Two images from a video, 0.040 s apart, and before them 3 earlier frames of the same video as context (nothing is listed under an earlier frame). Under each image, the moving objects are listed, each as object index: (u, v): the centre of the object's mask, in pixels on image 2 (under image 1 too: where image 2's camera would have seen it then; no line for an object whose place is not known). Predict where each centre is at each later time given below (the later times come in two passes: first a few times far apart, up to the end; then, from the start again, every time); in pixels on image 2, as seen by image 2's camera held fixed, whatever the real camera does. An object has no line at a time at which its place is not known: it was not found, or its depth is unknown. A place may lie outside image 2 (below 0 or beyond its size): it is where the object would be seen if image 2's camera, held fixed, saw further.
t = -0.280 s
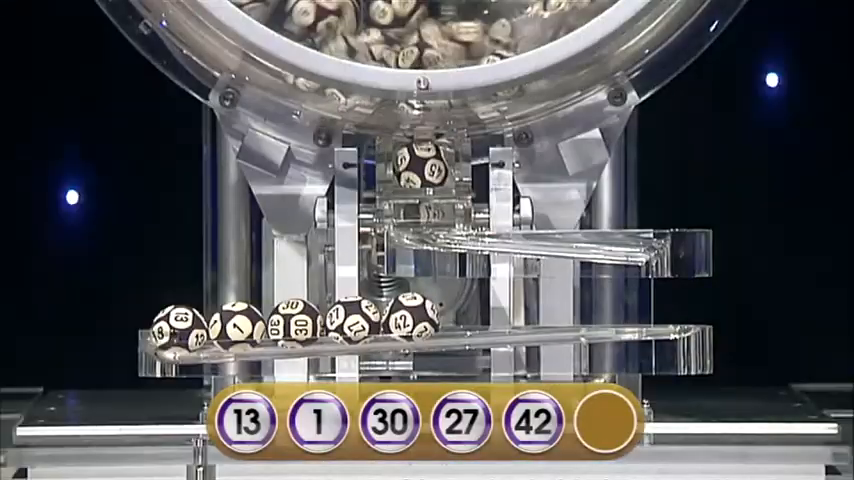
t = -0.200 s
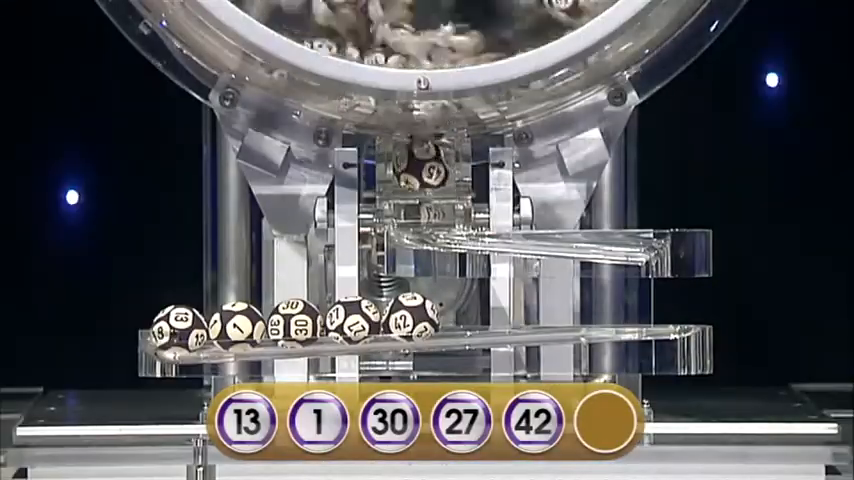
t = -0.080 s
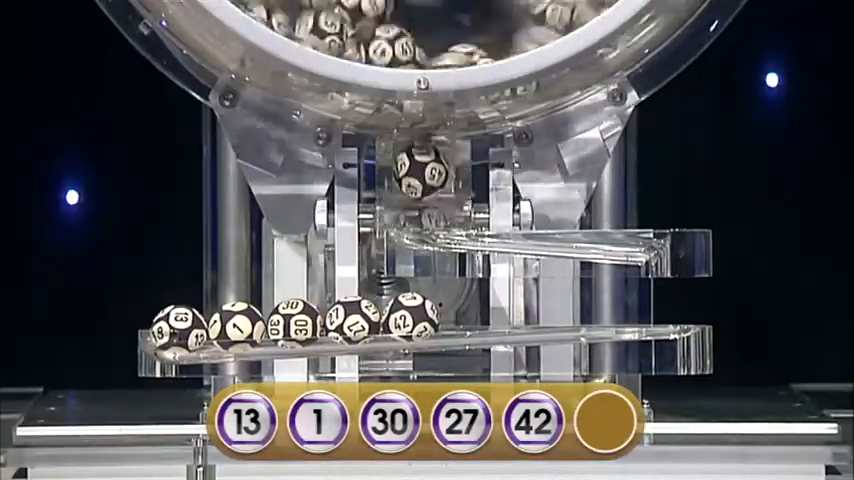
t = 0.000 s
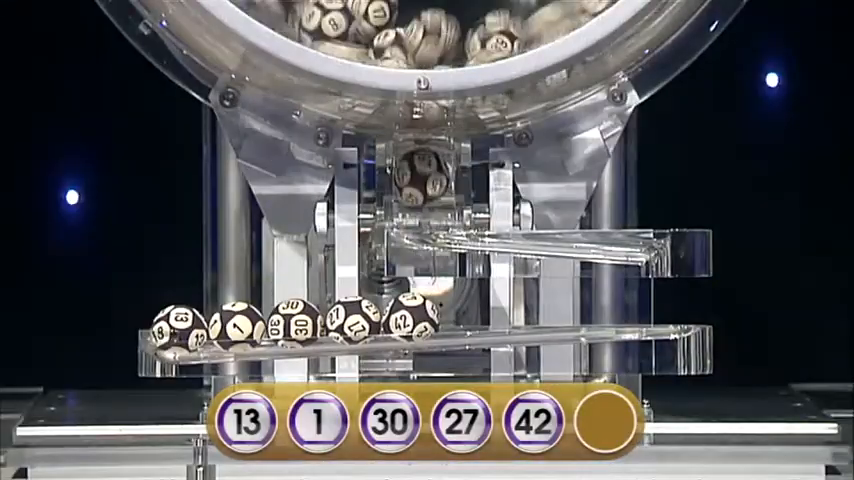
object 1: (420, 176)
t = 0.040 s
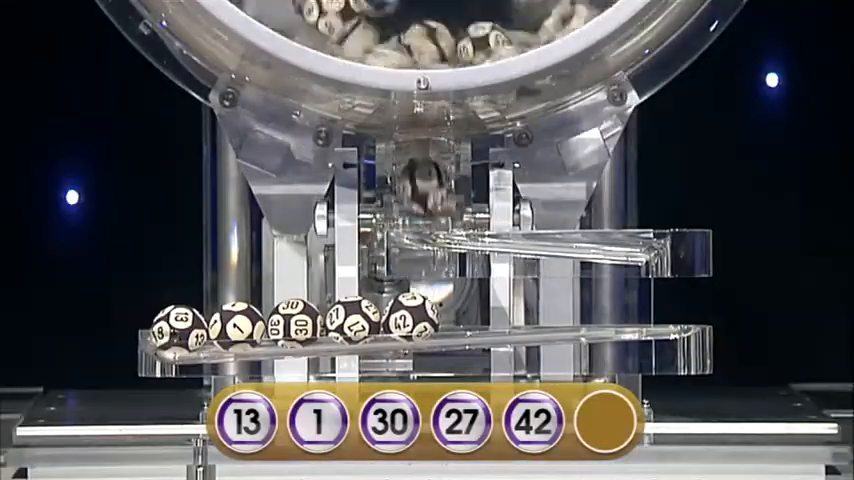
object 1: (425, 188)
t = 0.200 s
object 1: (425, 208)
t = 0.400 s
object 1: (449, 213)
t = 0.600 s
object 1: (552, 220)
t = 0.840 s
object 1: (673, 252)
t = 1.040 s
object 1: (670, 302)
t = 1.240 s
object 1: (667, 304)
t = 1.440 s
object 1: (651, 305)
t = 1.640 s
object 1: (626, 306)
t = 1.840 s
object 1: (590, 309)
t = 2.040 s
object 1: (545, 311)
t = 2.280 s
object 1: (483, 314)
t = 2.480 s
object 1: (471, 314)
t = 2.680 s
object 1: (468, 314)
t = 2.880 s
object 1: (467, 314)
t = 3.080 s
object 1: (467, 314)
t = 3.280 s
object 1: (466, 313)
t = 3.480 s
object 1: (466, 313)
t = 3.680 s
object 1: (467, 313)
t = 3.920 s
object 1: (467, 314)
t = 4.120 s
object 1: (467, 314)
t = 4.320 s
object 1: (467, 314)
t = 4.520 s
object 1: (467, 314)
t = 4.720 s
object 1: (467, 314)
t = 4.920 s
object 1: (467, 314)
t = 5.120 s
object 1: (467, 314)
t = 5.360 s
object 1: (467, 314)
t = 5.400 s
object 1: (467, 314)
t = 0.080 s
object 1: (425, 195)
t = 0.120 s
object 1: (426, 201)
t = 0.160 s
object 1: (425, 208)
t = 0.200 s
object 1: (425, 208)
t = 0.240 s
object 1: (429, 208)
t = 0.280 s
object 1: (426, 210)
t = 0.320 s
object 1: (424, 210)
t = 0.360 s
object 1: (434, 213)
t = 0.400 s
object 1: (449, 213)
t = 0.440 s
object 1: (466, 216)
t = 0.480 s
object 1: (487, 218)
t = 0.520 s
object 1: (508, 219)
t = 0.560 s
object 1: (529, 221)
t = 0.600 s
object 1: (552, 220)
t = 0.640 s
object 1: (576, 221)
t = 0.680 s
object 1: (599, 226)
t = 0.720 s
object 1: (623, 228)
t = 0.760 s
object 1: (648, 231)
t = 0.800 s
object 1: (671, 244)
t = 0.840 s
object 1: (673, 252)
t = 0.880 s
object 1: (673, 260)
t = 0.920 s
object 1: (671, 278)
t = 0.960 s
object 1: (671, 302)
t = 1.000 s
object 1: (669, 300)
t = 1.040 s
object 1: (670, 302)
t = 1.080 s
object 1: (669, 300)
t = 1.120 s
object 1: (669, 301)
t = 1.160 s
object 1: (669, 303)
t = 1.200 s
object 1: (668, 302)
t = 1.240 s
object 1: (667, 304)
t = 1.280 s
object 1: (665, 303)
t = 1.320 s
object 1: (662, 305)
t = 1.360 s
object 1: (659, 304)
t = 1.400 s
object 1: (655, 305)
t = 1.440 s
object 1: (651, 305)
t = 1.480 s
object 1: (647, 305)
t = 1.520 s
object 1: (642, 305)
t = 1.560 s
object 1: (637, 305)
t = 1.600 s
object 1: (632, 306)
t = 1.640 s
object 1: (626, 306)
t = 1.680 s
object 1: (619, 306)
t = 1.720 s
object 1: (612, 307)
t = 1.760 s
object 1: (605, 306)
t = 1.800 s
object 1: (598, 308)
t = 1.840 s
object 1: (590, 309)
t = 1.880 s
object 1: (581, 309)
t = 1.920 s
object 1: (573, 309)
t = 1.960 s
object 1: (563, 310)
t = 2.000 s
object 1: (555, 310)
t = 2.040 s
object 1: (545, 311)
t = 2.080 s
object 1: (536, 312)
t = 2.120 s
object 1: (526, 312)
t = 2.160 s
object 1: (514, 312)
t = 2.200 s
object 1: (503, 312)
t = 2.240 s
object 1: (495, 314)
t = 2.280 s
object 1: (483, 314)
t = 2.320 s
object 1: (469, 314)
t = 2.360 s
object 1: (468, 314)
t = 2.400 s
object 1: (469, 314)
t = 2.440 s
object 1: (471, 314)
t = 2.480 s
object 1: (471, 314)
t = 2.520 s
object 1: (471, 314)
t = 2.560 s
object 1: (471, 314)
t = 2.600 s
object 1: (470, 314)
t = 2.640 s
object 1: (470, 314)
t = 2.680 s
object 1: (468, 314)
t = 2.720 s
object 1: (467, 314)
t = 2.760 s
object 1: (467, 314)
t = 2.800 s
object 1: (467, 314)
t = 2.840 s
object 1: (467, 314)
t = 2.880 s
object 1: (467, 314)
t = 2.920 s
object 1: (467, 314)
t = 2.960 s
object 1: (467, 314)
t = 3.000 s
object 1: (467, 314)
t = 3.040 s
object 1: (467, 314)
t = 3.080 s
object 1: (467, 314)
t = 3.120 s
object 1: (467, 314)
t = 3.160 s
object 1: (467, 314)
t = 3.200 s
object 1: (466, 314)
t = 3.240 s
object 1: (466, 313)
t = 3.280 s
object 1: (466, 313)
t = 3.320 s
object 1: (466, 313)
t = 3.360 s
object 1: (466, 313)
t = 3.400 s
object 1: (466, 313)
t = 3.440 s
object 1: (466, 313)
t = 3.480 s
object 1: (466, 313)
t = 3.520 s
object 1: (466, 313)
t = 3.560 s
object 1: (466, 313)
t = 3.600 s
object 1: (466, 313)
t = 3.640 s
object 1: (466, 313)
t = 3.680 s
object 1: (467, 313)
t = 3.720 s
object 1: (467, 314)
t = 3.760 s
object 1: (467, 313)
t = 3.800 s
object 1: (467, 314)
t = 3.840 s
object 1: (467, 314)
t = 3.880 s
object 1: (467, 314)
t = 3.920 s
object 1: (467, 314)
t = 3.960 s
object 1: (467, 314)
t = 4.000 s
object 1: (467, 314)
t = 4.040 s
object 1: (467, 314)
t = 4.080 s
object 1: (467, 314)
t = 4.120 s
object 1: (467, 314)
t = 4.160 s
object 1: (467, 314)
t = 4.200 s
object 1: (467, 314)
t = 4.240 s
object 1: (467, 314)
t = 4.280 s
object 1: (467, 314)
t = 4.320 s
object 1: (467, 314)
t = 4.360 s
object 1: (467, 314)
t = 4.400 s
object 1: (467, 314)
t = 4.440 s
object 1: (467, 314)
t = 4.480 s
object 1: (467, 314)
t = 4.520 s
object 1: (467, 314)
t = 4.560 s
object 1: (467, 314)
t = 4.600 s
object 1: (467, 314)
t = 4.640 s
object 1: (467, 314)
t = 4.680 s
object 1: (467, 314)
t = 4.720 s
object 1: (467, 314)
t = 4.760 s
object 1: (467, 314)
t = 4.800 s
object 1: (467, 314)
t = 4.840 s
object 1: (467, 314)
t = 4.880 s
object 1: (467, 314)
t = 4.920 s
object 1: (467, 314)
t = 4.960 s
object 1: (467, 314)
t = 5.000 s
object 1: (467, 314)
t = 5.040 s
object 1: (467, 314)
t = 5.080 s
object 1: (467, 314)
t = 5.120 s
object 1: (467, 314)
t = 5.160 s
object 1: (467, 314)
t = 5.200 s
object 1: (467, 314)
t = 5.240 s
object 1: (467, 314)
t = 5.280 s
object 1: (467, 314)
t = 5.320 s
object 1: (467, 314)
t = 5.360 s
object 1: (467, 314)
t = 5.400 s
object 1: (467, 314)
